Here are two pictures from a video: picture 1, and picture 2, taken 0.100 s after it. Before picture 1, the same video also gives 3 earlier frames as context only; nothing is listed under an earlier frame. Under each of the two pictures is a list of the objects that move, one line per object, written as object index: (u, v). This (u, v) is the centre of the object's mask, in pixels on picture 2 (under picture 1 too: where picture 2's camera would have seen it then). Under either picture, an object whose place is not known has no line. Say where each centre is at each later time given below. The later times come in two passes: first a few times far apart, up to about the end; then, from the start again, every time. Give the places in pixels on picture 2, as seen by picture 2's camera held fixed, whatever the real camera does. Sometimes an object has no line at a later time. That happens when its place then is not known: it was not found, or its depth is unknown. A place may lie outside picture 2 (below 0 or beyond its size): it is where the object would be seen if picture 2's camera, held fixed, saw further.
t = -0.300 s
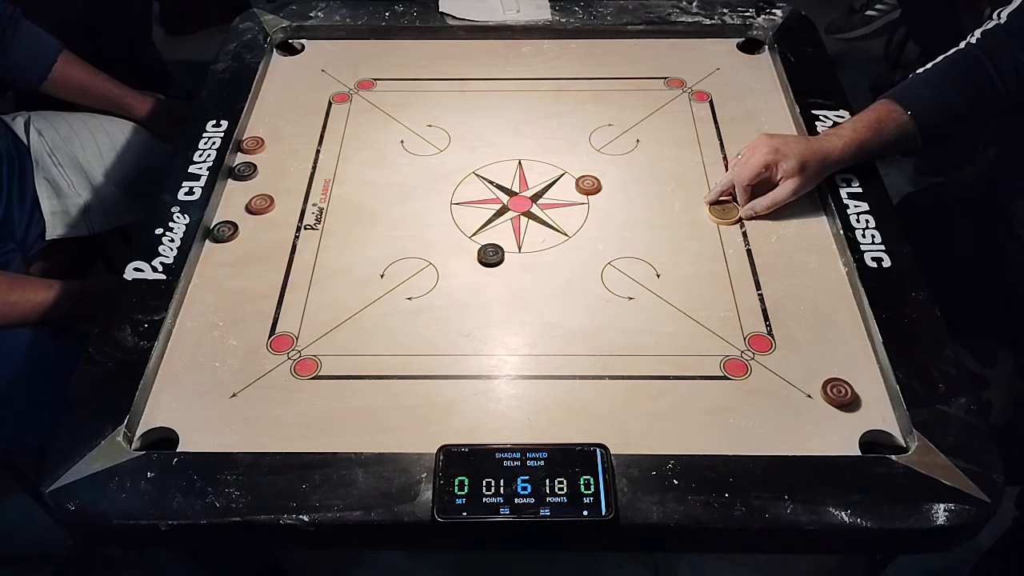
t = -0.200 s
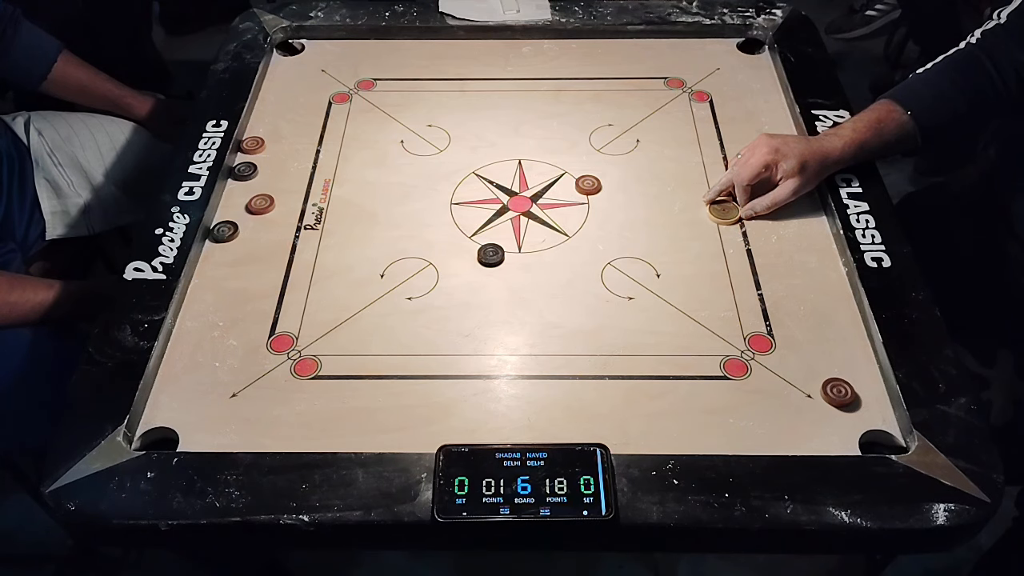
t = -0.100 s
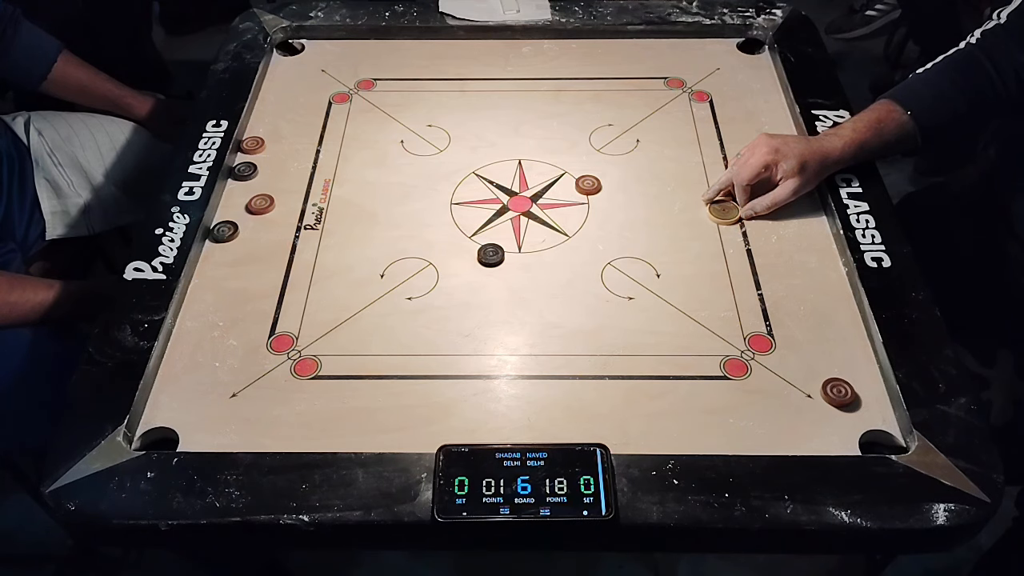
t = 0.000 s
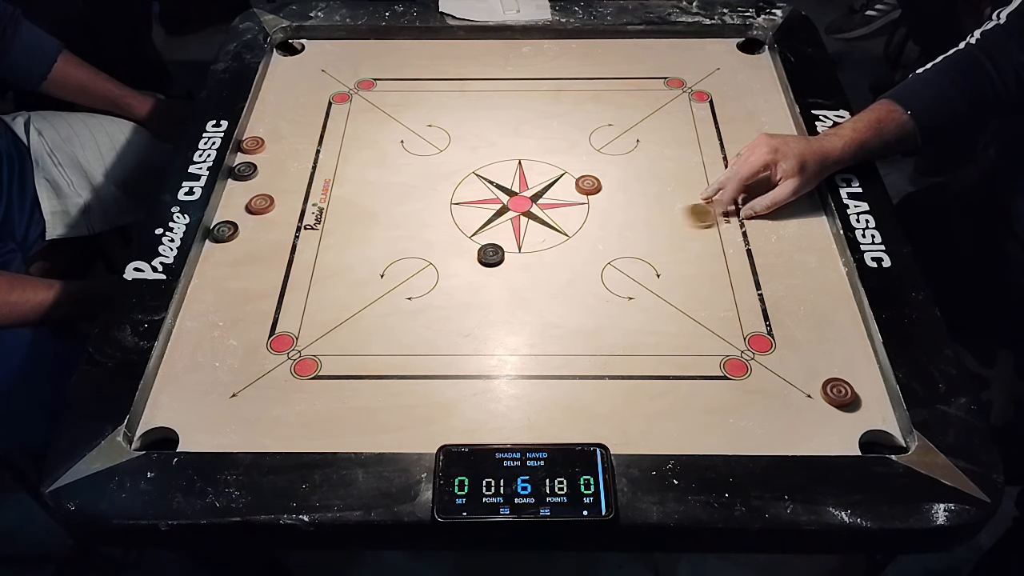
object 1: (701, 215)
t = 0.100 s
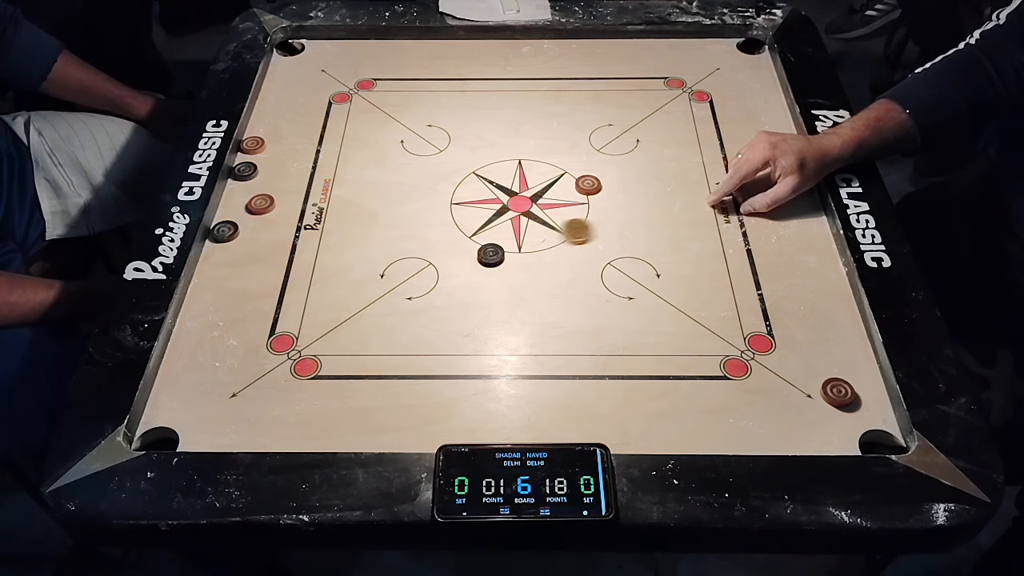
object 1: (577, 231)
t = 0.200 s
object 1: (480, 236)
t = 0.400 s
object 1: (368, 225)
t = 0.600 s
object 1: (307, 217)
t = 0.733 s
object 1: (293, 215)
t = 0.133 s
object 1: (538, 236)
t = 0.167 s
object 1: (503, 239)
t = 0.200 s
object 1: (480, 236)
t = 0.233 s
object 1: (457, 234)
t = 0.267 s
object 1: (437, 232)
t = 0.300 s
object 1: (417, 230)
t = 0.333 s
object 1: (400, 228)
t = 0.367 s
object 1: (383, 226)
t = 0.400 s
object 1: (368, 225)
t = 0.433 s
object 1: (354, 223)
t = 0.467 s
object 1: (342, 222)
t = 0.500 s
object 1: (331, 220)
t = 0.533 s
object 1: (322, 219)
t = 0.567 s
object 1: (314, 218)
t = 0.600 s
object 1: (307, 217)
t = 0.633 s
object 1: (302, 217)
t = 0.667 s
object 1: (297, 216)
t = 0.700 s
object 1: (294, 215)
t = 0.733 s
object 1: (293, 215)
